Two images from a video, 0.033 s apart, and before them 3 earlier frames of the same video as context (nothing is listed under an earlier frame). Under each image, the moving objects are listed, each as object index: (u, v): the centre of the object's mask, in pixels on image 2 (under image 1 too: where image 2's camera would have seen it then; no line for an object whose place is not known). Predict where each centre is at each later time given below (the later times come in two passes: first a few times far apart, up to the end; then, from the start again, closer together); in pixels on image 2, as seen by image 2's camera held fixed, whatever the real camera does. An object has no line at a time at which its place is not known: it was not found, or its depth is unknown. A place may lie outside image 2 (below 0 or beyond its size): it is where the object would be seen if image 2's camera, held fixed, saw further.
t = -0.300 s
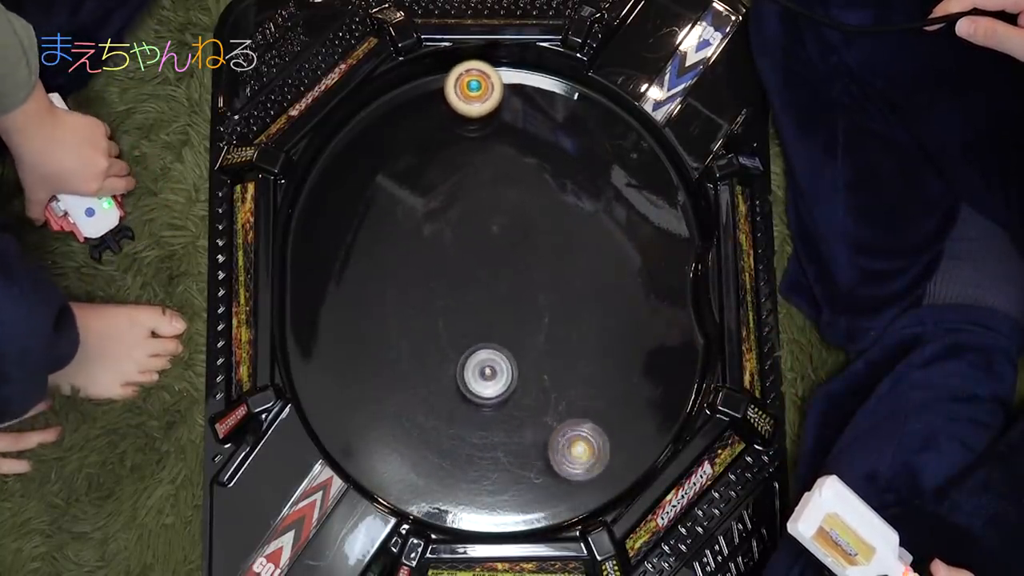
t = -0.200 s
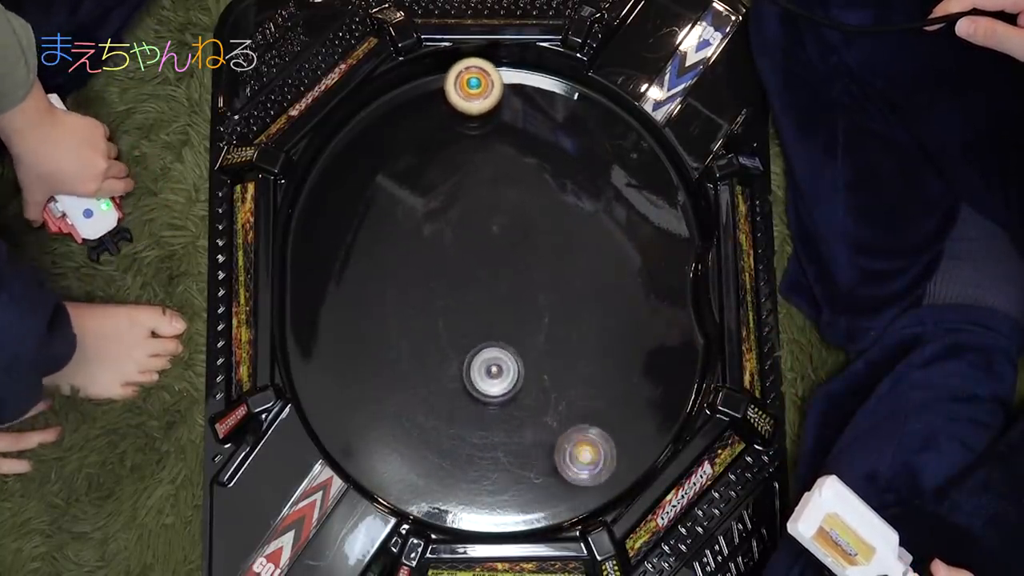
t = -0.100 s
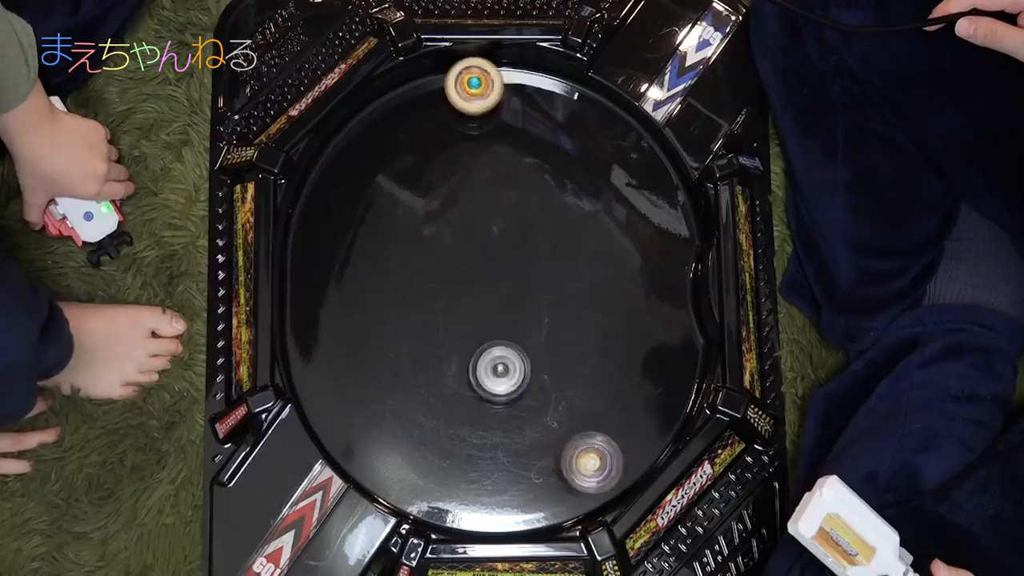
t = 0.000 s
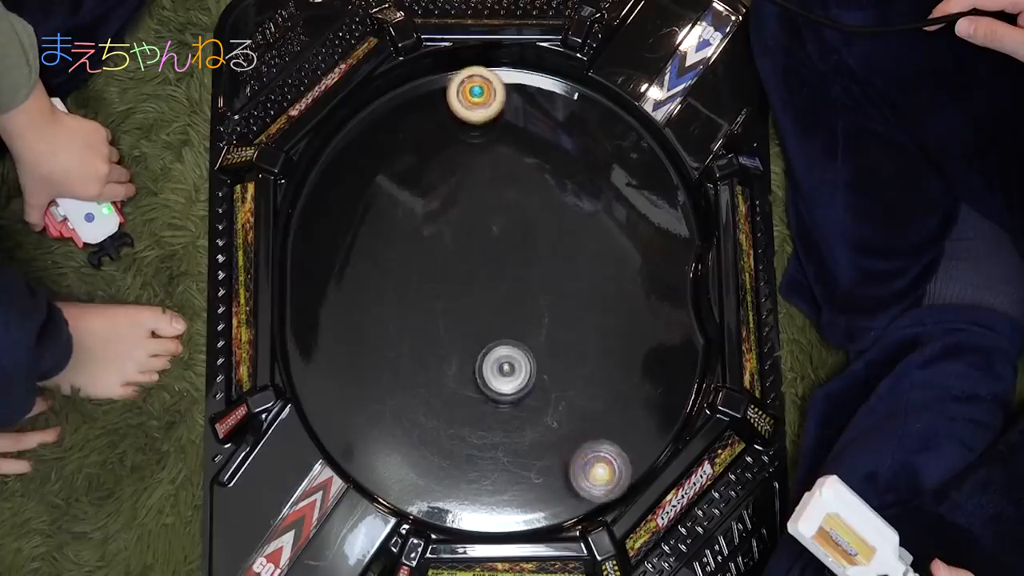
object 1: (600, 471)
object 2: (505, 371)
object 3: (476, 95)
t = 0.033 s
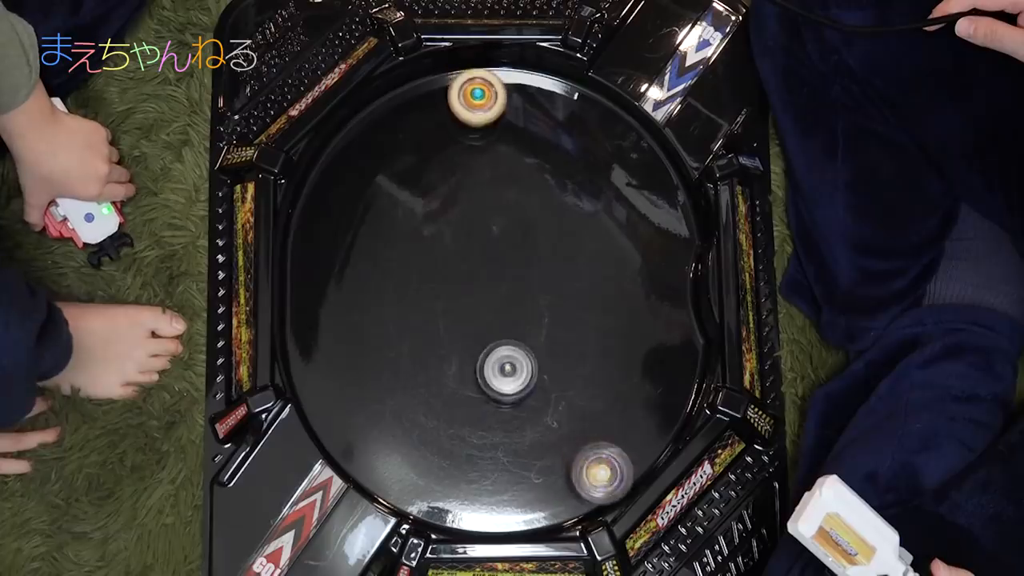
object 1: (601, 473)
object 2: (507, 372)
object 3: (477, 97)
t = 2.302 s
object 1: (432, 331)
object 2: (422, 217)
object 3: (525, 85)
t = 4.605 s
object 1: (511, 291)
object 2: (525, 187)
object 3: (541, 100)
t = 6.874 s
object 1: (634, 346)
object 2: (492, 201)
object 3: (528, 87)
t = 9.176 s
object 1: (386, 233)
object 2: (482, 210)
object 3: (513, 83)
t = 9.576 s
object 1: (439, 280)
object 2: (481, 206)
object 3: (513, 84)
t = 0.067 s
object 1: (602, 470)
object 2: (509, 371)
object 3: (477, 100)
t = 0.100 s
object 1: (600, 463)
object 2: (511, 371)
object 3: (477, 101)
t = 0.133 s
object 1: (597, 457)
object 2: (513, 371)
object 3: (478, 103)
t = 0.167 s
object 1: (594, 452)
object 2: (514, 371)
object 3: (477, 105)
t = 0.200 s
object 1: (591, 446)
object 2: (516, 370)
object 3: (477, 106)
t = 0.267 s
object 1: (583, 432)
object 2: (520, 371)
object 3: (477, 108)
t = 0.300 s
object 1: (581, 426)
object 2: (521, 371)
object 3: (478, 108)
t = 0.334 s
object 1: (578, 419)
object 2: (523, 371)
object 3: (478, 109)
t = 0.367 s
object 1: (574, 413)
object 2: (525, 371)
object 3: (477, 110)
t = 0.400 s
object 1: (575, 413)
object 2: (522, 367)
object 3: (478, 110)
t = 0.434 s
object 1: (579, 416)
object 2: (517, 360)
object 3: (478, 111)
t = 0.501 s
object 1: (590, 423)
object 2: (510, 346)
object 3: (478, 112)
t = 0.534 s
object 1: (597, 426)
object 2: (507, 341)
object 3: (478, 112)
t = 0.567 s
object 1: (605, 431)
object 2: (505, 337)
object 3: (478, 112)
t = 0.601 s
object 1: (612, 435)
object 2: (502, 332)
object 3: (479, 113)
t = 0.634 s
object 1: (620, 440)
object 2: (500, 328)
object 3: (478, 112)
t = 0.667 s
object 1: (627, 445)
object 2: (498, 325)
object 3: (480, 112)
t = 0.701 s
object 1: (634, 446)
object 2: (497, 322)
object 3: (479, 113)
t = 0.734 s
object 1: (630, 439)
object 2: (496, 320)
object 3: (480, 112)
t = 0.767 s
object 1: (625, 430)
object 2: (494, 317)
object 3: (481, 112)
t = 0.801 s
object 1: (619, 420)
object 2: (493, 315)
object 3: (480, 112)
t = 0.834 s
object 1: (613, 410)
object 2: (492, 313)
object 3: (481, 112)
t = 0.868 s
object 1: (606, 399)
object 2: (492, 311)
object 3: (481, 112)
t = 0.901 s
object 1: (599, 389)
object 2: (491, 310)
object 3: (482, 111)
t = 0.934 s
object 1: (591, 379)
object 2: (490, 309)
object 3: (483, 111)
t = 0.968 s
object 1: (584, 368)
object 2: (489, 307)
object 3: (482, 110)
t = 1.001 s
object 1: (576, 358)
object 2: (489, 305)
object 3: (484, 109)
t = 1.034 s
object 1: (568, 347)
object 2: (489, 304)
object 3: (483, 109)
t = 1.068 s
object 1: (559, 337)
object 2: (489, 303)
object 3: (484, 107)
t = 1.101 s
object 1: (550, 327)
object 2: (488, 303)
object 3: (485, 107)
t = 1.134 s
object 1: (549, 321)
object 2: (479, 297)
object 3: (484, 105)
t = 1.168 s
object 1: (554, 320)
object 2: (466, 288)
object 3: (485, 104)
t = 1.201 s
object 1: (560, 318)
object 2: (453, 280)
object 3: (485, 103)
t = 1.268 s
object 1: (573, 316)
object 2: (431, 264)
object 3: (485, 100)
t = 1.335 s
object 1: (589, 315)
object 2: (412, 250)
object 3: (485, 97)
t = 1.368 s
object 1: (596, 314)
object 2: (403, 242)
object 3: (484, 94)
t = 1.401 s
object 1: (603, 313)
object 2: (395, 236)
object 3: (485, 92)
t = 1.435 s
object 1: (610, 312)
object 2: (388, 230)
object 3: (484, 90)
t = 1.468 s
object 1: (618, 310)
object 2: (380, 224)
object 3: (484, 88)
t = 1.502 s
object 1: (625, 309)
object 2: (374, 217)
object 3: (483, 86)
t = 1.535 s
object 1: (632, 307)
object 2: (367, 211)
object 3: (483, 83)
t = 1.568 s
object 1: (638, 306)
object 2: (361, 204)
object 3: (483, 85)
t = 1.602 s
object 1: (645, 305)
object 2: (356, 197)
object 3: (483, 90)
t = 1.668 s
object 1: (659, 304)
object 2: (345, 181)
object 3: (484, 99)
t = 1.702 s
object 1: (666, 303)
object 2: (341, 173)
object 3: (485, 103)
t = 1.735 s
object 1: (670, 301)
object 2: (339, 167)
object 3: (484, 107)
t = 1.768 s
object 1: (658, 300)
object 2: (352, 170)
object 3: (485, 110)
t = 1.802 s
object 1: (644, 299)
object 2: (364, 172)
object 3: (484, 112)
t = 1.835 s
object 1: (629, 298)
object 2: (376, 174)
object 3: (485, 115)
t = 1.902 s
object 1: (600, 295)
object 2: (396, 178)
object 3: (484, 120)
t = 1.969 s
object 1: (569, 289)
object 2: (415, 181)
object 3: (484, 124)
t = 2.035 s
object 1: (538, 283)
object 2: (431, 184)
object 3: (483, 129)
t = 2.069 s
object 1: (523, 280)
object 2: (438, 185)
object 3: (483, 132)
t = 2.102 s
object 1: (507, 277)
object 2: (446, 186)
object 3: (483, 134)
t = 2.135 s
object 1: (491, 275)
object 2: (450, 191)
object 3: (483, 134)
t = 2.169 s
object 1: (475, 272)
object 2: (445, 210)
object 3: (493, 122)
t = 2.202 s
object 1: (459, 280)
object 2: (440, 219)
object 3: (502, 111)
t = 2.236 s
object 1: (450, 298)
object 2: (433, 218)
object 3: (510, 100)
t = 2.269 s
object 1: (441, 316)
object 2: (426, 217)
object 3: (517, 91)
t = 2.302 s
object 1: (432, 331)
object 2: (422, 217)
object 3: (525, 85)
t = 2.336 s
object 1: (424, 346)
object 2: (417, 217)
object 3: (530, 91)
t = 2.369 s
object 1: (415, 361)
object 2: (413, 217)
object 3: (535, 96)
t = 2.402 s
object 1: (405, 375)
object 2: (410, 218)
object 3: (540, 100)
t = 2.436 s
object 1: (397, 388)
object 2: (407, 219)
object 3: (544, 104)
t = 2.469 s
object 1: (388, 402)
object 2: (404, 220)
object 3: (548, 106)
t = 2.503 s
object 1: (379, 416)
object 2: (402, 221)
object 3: (550, 108)
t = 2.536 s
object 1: (370, 427)
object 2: (401, 222)
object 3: (553, 108)
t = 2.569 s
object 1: (360, 440)
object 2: (400, 224)
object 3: (555, 108)
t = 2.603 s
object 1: (358, 445)
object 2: (399, 225)
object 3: (557, 108)
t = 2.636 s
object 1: (364, 445)
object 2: (399, 226)
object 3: (558, 107)
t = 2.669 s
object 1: (367, 445)
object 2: (399, 227)
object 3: (559, 106)
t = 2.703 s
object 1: (371, 446)
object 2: (398, 228)
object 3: (560, 104)
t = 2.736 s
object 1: (372, 448)
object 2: (398, 229)
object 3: (560, 103)
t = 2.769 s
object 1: (371, 449)
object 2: (399, 230)
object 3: (561, 101)
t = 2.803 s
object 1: (368, 453)
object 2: (399, 231)
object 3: (561, 100)
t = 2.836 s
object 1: (367, 456)
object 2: (400, 232)
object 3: (561, 99)
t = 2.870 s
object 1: (368, 454)
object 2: (402, 233)
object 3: (561, 97)
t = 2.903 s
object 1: (368, 449)
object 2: (403, 233)
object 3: (560, 96)
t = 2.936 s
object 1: (367, 445)
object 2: (404, 234)
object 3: (560, 94)
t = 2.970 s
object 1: (367, 442)
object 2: (405, 235)
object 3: (558, 97)
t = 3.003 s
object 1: (366, 438)
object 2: (407, 236)
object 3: (558, 98)
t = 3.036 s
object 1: (366, 434)
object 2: (409, 237)
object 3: (556, 98)
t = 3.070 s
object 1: (363, 431)
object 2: (412, 238)
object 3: (555, 98)
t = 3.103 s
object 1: (362, 429)
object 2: (414, 239)
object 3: (555, 97)
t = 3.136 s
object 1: (361, 426)
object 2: (416, 239)
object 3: (554, 97)
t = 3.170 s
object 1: (360, 424)
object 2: (418, 240)
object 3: (553, 96)
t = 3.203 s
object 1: (358, 423)
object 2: (421, 241)
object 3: (552, 96)
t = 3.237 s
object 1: (356, 423)
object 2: (424, 242)
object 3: (551, 96)
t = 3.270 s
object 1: (355, 422)
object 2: (427, 243)
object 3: (550, 95)
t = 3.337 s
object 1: (348, 421)
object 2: (433, 244)
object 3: (549, 95)
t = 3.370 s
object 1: (346, 421)
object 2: (435, 245)
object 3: (547, 94)
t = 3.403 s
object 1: (344, 419)
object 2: (438, 246)
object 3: (547, 94)
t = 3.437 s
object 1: (340, 419)
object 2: (441, 247)
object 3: (546, 94)
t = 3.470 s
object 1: (339, 418)
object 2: (445, 247)
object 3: (545, 94)
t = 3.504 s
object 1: (338, 416)
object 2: (447, 248)
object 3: (545, 94)
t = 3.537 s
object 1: (338, 414)
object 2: (450, 248)
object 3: (543, 94)
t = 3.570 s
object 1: (336, 412)
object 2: (453, 249)
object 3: (543, 95)
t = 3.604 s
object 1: (335, 411)
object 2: (455, 250)
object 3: (542, 94)
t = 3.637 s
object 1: (333, 409)
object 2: (458, 250)
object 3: (541, 95)
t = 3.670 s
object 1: (331, 407)
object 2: (461, 250)
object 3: (541, 95)
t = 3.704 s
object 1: (328, 406)
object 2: (463, 250)
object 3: (540, 95)
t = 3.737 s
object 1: (338, 401)
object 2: (465, 250)
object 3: (540, 96)
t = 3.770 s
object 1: (347, 394)
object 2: (468, 251)
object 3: (539, 96)
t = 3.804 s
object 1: (354, 389)
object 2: (470, 251)
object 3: (539, 96)
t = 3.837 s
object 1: (363, 385)
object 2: (472, 249)
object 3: (538, 97)
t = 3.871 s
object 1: (371, 380)
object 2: (474, 249)
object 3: (538, 97)
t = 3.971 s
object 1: (398, 369)
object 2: (481, 247)
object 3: (537, 98)
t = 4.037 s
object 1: (416, 361)
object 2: (485, 245)
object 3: (537, 99)
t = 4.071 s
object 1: (425, 354)
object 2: (488, 243)
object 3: (537, 99)
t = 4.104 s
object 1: (432, 350)
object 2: (490, 242)
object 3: (537, 100)
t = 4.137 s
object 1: (441, 345)
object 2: (492, 240)
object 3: (537, 99)
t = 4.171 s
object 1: (449, 338)
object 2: (494, 239)
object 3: (537, 100)
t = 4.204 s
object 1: (456, 332)
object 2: (496, 238)
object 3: (538, 100)
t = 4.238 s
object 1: (465, 326)
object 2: (498, 236)
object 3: (537, 100)
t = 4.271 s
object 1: (471, 318)
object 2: (499, 235)
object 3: (538, 101)
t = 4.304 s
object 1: (478, 311)
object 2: (501, 233)
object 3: (538, 101)
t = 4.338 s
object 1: (486, 303)
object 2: (503, 232)
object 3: (538, 101)
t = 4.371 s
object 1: (492, 295)
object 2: (504, 230)
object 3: (538, 101)
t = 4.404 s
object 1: (497, 288)
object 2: (506, 227)
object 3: (539, 101)
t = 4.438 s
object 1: (500, 283)
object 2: (508, 222)
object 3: (539, 101)
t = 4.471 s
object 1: (503, 285)
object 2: (512, 215)
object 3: (539, 101)
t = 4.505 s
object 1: (505, 287)
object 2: (516, 207)
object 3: (540, 101)
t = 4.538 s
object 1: (506, 287)
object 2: (518, 201)
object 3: (540, 101)
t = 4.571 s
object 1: (509, 290)
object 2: (522, 194)
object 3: (540, 101)
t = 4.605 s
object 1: (511, 291)
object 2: (525, 187)
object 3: (541, 100)
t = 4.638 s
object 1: (512, 292)
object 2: (527, 181)
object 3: (541, 100)
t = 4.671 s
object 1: (515, 293)
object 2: (529, 177)
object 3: (541, 100)
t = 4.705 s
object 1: (517, 293)
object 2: (531, 171)
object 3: (541, 99)
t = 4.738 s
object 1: (518, 295)
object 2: (533, 165)
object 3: (541, 99)
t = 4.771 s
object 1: (521, 295)
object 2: (533, 162)
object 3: (542, 99)
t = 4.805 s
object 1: (521, 296)
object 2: (535, 157)
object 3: (542, 98)
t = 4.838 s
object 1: (523, 297)
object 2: (533, 165)
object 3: (544, 89)
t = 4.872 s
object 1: (525, 297)
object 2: (531, 178)
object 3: (544, 91)
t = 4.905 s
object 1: (525, 299)
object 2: (529, 189)
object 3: (543, 94)
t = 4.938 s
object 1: (527, 299)
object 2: (525, 200)
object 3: (543, 96)
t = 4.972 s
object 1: (527, 300)
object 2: (523, 211)
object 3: (542, 98)
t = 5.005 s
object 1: (529, 301)
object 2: (521, 220)
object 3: (543, 99)
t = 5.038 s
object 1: (531, 302)
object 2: (518, 229)
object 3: (542, 100)
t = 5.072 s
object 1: (532, 303)
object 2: (516, 237)
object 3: (542, 101)
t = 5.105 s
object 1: (534, 304)
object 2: (514, 243)
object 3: (542, 101)
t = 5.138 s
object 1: (534, 309)
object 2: (511, 245)
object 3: (541, 100)
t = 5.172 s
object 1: (538, 318)
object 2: (508, 241)
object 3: (541, 100)
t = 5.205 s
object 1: (540, 329)
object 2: (506, 238)
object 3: (541, 100)
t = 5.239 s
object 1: (542, 341)
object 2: (504, 235)
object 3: (541, 99)
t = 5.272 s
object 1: (544, 350)
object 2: (502, 233)
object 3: (540, 98)
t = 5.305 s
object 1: (545, 361)
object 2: (501, 230)
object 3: (540, 98)
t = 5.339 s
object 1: (548, 372)
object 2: (499, 228)
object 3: (540, 97)
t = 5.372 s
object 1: (548, 381)
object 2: (498, 226)
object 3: (539, 95)
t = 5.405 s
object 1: (550, 393)
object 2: (497, 224)
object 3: (538, 95)
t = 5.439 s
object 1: (552, 402)
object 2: (495, 223)
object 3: (538, 94)
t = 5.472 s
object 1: (553, 413)
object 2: (495, 222)
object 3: (538, 93)
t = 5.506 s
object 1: (554, 423)
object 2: (494, 220)
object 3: (537, 92)
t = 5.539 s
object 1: (555, 434)
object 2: (494, 220)
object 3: (536, 91)
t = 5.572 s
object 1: (557, 444)
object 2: (493, 219)
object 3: (536, 90)
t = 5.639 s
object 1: (558, 465)
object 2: (492, 217)
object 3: (534, 88)
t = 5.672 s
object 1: (558, 476)
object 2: (491, 216)
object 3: (533, 87)
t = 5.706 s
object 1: (558, 485)
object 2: (491, 216)
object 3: (532, 86)
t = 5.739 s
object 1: (559, 496)
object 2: (490, 215)
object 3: (531, 87)
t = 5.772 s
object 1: (560, 493)
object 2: (490, 215)
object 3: (530, 88)
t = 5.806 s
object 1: (558, 481)
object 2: (489, 214)
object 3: (531, 88)
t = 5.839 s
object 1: (557, 472)
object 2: (489, 214)
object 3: (530, 88)
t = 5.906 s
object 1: (554, 454)
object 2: (488, 213)
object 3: (529, 89)
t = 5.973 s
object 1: (555, 437)
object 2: (487, 212)
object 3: (529, 89)
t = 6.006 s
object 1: (556, 429)
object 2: (487, 211)
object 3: (528, 89)
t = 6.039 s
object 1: (560, 421)
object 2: (486, 211)
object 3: (528, 90)
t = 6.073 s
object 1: (562, 413)
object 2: (486, 211)
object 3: (529, 90)
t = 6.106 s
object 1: (567, 404)
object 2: (486, 209)
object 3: (528, 90)
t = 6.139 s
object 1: (571, 398)
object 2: (486, 209)
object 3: (528, 90)
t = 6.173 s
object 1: (577, 390)
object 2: (486, 208)
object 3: (528, 90)
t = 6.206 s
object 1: (582, 385)
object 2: (486, 208)
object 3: (528, 90)
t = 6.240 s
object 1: (587, 378)
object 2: (486, 208)
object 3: (528, 90)
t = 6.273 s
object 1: (594, 372)
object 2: (485, 208)
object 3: (528, 90)
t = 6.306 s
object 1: (600, 367)
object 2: (486, 207)
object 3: (528, 91)
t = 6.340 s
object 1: (607, 362)
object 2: (486, 207)
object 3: (528, 91)
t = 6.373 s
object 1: (614, 358)
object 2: (486, 206)
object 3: (528, 90)
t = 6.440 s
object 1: (629, 350)
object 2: (487, 205)
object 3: (528, 91)
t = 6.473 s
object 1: (637, 346)
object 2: (487, 205)
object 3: (529, 91)
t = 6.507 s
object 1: (644, 344)
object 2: (487, 205)
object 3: (528, 90)
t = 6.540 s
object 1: (652, 341)
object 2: (488, 204)
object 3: (528, 90)
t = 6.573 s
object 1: (661, 340)
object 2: (488, 204)
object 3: (528, 90)
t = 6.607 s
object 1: (669, 338)
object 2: (488, 204)
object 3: (529, 90)
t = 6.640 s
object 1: (678, 337)
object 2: (489, 204)
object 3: (529, 90)
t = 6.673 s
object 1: (675, 335)
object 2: (489, 203)
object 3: (529, 89)
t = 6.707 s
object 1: (673, 338)
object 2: (489, 203)
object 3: (528, 89)
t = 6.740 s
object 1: (662, 339)
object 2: (490, 202)
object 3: (529, 89)
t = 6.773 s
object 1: (656, 341)
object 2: (490, 202)
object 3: (529, 88)
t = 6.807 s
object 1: (649, 344)
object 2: (491, 201)
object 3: (528, 88)
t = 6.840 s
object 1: (641, 345)
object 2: (491, 202)
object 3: (528, 88)
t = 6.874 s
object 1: (634, 346)
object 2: (492, 201)
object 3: (528, 87)
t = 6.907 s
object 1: (627, 347)
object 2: (492, 201)
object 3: (528, 87)
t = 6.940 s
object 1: (620, 347)
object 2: (493, 201)
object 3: (528, 86)
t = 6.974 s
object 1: (612, 348)
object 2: (494, 200)
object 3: (527, 86)
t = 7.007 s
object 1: (605, 348)
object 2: (494, 200)
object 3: (527, 86)
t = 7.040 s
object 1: (598, 348)
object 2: (495, 200)
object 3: (527, 86)
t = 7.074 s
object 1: (590, 348)
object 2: (496, 200)
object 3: (527, 85)
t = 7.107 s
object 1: (583, 347)
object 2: (496, 200)
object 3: (526, 85)
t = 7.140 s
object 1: (576, 347)
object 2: (497, 200)
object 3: (526, 85)
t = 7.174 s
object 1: (568, 346)
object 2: (497, 201)
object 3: (526, 86)
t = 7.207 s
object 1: (561, 345)
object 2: (498, 200)
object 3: (526, 85)
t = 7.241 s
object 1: (554, 344)
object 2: (498, 201)
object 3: (525, 85)
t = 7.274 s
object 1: (546, 342)
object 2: (499, 201)
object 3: (525, 85)
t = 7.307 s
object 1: (540, 340)
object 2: (500, 202)
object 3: (524, 85)
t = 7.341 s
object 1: (532, 339)
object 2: (500, 202)
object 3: (524, 85)
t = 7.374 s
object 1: (526, 335)
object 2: (501, 203)
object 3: (524, 85)
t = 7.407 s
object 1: (520, 333)
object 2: (502, 203)
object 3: (524, 85)
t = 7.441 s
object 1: (513, 330)
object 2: (502, 203)
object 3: (523, 85)
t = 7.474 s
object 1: (507, 328)
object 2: (503, 204)
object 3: (523, 85)
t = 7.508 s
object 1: (501, 324)
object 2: (503, 205)
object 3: (523, 85)
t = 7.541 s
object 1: (494, 320)
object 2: (503, 205)
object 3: (523, 85)
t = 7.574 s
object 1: (489, 315)
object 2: (504, 206)
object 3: (522, 85)
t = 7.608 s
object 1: (483, 312)
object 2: (504, 206)
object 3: (521, 85)
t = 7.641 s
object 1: (478, 307)
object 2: (504, 207)
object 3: (521, 85)
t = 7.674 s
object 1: (472, 303)
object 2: (504, 207)
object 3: (521, 85)
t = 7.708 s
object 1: (467, 298)
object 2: (504, 209)
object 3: (521, 85)
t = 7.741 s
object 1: (463, 293)
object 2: (504, 209)
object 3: (521, 85)
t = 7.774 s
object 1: (458, 288)
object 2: (504, 210)
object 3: (520, 85)
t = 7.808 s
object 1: (453, 282)
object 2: (504, 211)
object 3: (520, 85)
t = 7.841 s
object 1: (448, 277)
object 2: (504, 212)
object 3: (520, 85)
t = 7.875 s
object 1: (444, 271)
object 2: (503, 212)
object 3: (520, 85)
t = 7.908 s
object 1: (440, 266)
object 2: (503, 213)
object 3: (519, 85)
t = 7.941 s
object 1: (436, 260)
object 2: (502, 213)
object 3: (519, 85)
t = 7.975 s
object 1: (432, 255)
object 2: (502, 213)
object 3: (518, 85)
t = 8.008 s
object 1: (429, 248)
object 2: (501, 214)
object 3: (519, 85)
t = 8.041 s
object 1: (425, 243)
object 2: (500, 215)
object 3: (519, 85)
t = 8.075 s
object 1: (421, 237)
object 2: (500, 215)
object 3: (519, 84)
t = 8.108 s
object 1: (418, 231)
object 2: (499, 215)
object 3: (518, 84)
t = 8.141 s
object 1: (414, 227)
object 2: (498, 216)
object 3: (518, 84)
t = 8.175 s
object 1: (411, 220)
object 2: (497, 215)
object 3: (517, 85)
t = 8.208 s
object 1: (407, 215)
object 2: (497, 216)
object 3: (518, 85)
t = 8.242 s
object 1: (403, 209)
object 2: (496, 216)
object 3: (518, 84)
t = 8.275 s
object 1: (400, 203)
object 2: (495, 216)
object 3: (517, 84)
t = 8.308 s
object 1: (396, 198)
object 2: (494, 216)
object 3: (517, 84)
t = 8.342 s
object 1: (391, 192)
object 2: (494, 216)
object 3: (517, 84)
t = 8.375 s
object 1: (388, 188)
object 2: (493, 216)
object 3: (516, 84)
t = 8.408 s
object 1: (383, 183)
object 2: (492, 216)
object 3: (517, 84)
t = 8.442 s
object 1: (379, 178)
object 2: (491, 216)
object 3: (517, 84)
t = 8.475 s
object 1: (375, 175)
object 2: (490, 216)
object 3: (516, 84)
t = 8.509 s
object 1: (369, 170)
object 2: (490, 216)
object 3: (516, 84)
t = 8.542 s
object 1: (365, 166)
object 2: (489, 216)
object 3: (516, 84)
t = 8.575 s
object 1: (358, 162)
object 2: (488, 215)
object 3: (516, 84)
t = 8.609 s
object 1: (353, 159)
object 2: (488, 216)
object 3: (516, 84)
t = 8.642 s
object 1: (348, 155)
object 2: (487, 215)
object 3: (516, 84)
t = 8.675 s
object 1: (345, 158)
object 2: (487, 215)
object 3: (515, 84)
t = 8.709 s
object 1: (347, 162)
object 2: (486, 215)
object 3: (515, 83)
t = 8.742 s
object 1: (350, 167)
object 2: (486, 214)
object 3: (515, 84)
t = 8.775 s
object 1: (353, 173)
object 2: (485, 214)
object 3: (515, 84)
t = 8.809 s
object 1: (354, 179)
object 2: (485, 214)
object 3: (515, 84)
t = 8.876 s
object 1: (360, 188)
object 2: (484, 213)
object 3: (514, 84)
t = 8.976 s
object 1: (367, 204)
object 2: (483, 212)
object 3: (513, 84)
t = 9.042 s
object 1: (372, 214)
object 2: (483, 211)
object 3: (513, 84)
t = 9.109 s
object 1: (379, 225)
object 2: (482, 210)
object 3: (513, 83)
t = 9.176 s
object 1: (386, 233)
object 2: (482, 210)
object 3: (513, 83)
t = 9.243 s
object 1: (393, 242)
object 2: (482, 209)
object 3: (513, 84)
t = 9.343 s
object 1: (407, 255)
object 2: (481, 208)
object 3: (513, 83)
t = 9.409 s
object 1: (417, 262)
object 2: (481, 207)
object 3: (512, 83)
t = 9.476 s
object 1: (426, 269)
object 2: (481, 206)
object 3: (512, 83)
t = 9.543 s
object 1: (435, 277)
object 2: (481, 206)
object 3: (512, 84)
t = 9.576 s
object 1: (439, 280)
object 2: (481, 206)
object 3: (513, 84)
